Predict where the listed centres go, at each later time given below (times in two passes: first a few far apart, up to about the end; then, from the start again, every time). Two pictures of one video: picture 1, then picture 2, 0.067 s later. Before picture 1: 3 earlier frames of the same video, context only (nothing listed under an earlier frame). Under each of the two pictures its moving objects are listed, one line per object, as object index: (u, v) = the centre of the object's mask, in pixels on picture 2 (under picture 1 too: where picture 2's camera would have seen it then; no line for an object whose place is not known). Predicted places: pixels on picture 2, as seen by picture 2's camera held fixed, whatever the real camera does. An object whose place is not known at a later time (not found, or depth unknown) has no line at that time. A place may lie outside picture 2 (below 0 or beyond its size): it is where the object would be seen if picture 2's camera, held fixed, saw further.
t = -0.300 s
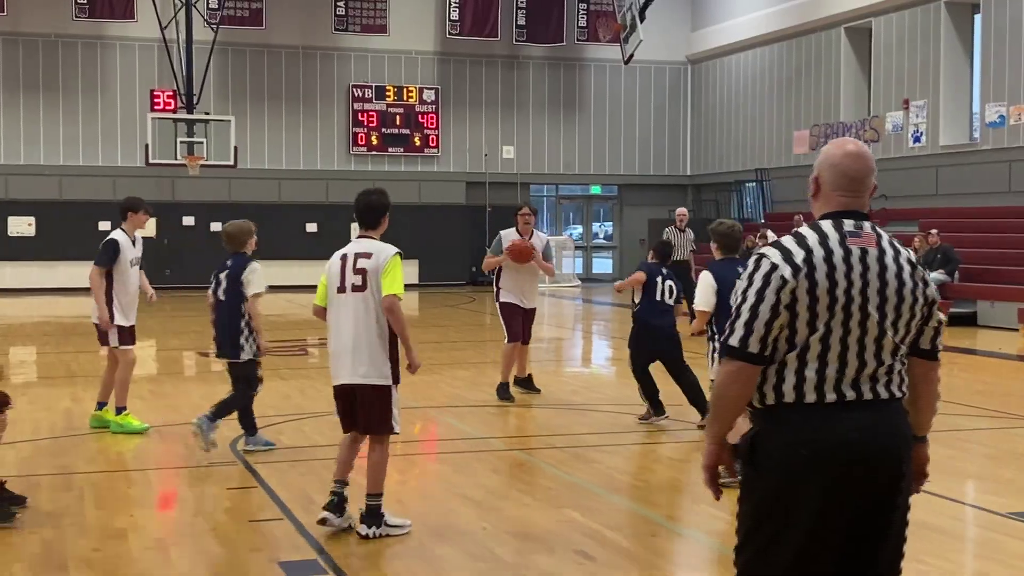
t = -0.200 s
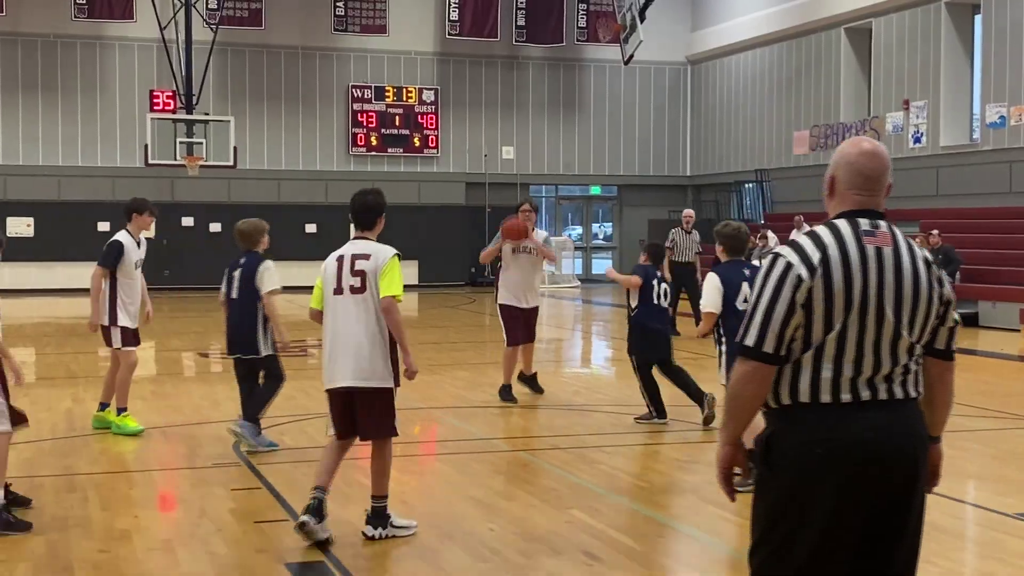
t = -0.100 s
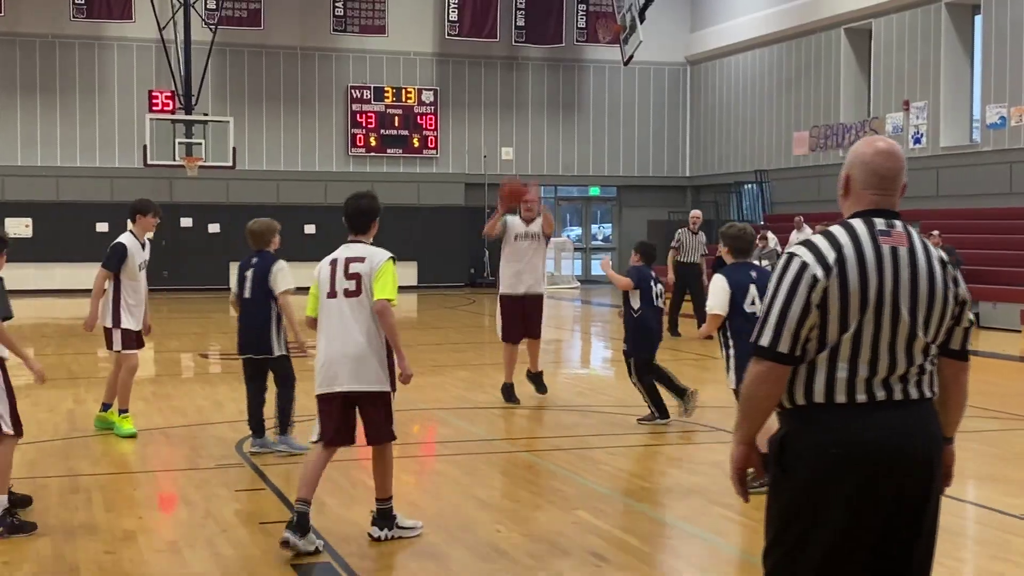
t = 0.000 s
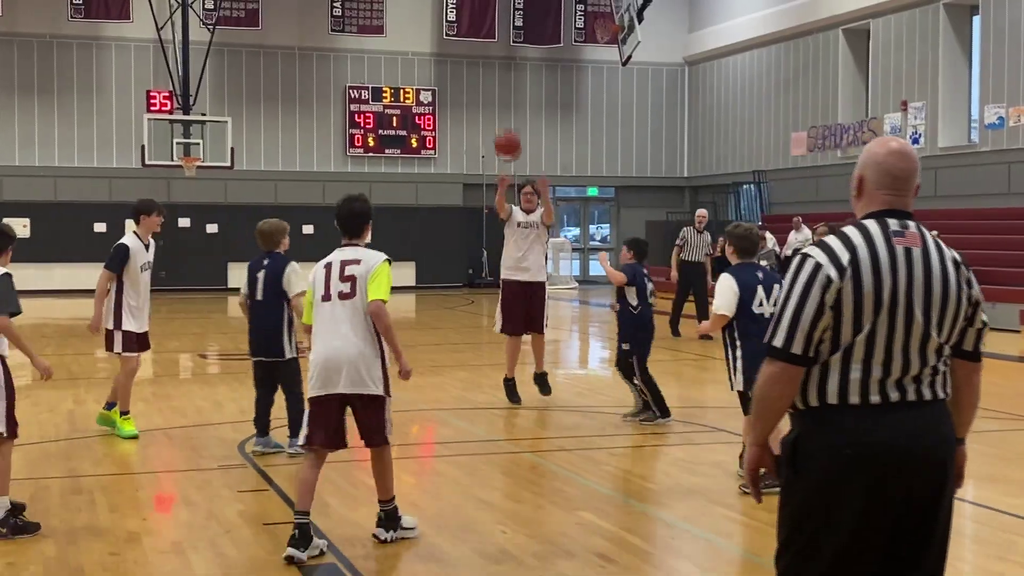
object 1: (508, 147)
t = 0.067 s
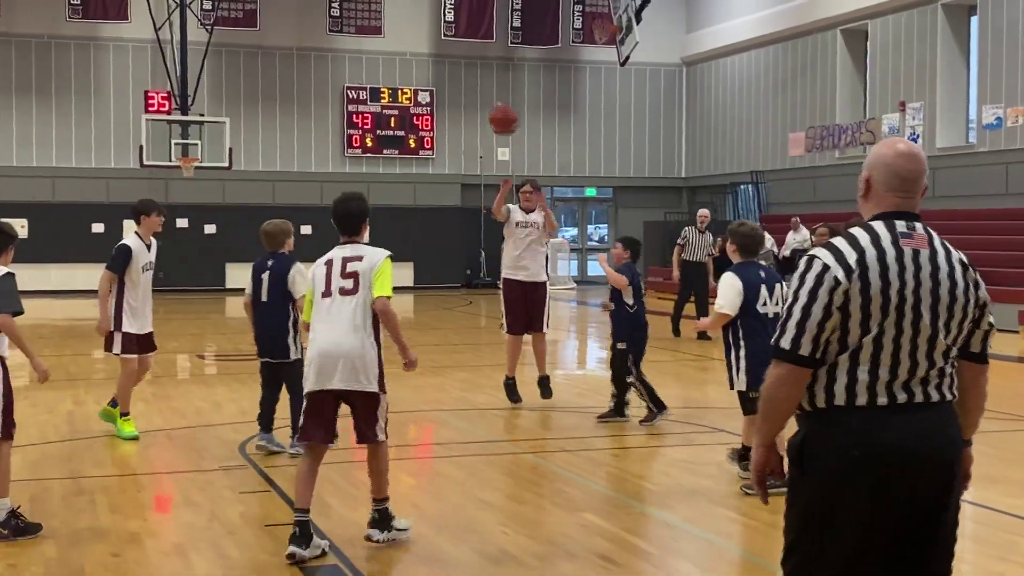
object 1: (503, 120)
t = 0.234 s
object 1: (493, 69)
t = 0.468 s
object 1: (475, 61)
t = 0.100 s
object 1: (501, 107)
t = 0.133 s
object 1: (499, 96)
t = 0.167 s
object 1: (497, 86)
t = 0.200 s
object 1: (495, 76)
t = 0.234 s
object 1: (493, 69)
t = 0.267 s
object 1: (491, 63)
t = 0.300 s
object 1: (489, 58)
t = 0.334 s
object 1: (487, 54)
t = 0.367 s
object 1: (482, 52)
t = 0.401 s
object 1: (480, 52)
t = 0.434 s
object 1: (478, 55)
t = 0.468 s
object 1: (475, 61)
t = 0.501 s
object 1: (472, 68)
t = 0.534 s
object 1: (469, 76)
